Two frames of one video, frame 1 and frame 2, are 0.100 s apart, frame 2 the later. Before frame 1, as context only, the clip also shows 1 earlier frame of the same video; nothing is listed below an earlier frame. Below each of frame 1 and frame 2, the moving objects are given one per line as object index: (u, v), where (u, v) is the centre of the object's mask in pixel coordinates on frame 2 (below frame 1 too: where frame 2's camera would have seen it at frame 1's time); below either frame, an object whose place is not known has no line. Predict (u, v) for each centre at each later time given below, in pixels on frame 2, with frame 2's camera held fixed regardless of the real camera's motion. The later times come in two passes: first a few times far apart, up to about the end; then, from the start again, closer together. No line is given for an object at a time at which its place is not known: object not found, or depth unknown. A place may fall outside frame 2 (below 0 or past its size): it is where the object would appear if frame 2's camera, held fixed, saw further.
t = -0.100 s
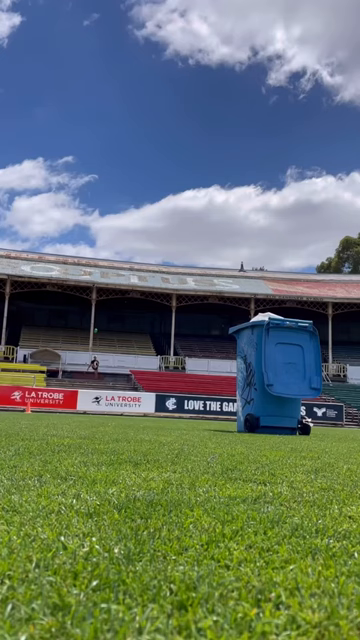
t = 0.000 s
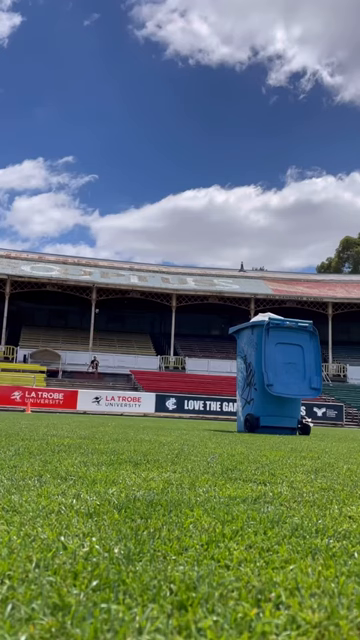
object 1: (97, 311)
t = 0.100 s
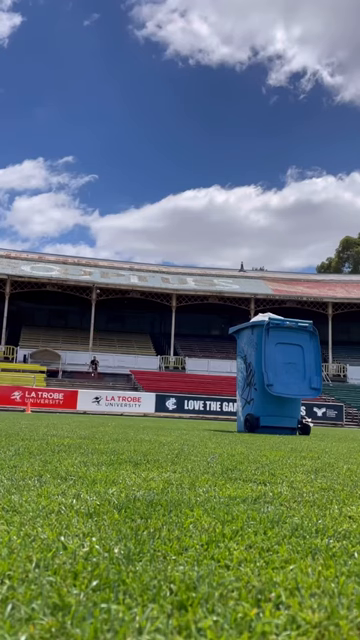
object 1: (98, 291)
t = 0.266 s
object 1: (100, 260)
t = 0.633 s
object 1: (107, 196)
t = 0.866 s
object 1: (113, 161)
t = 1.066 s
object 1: (118, 133)
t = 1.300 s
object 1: (126, 108)
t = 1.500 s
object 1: (134, 94)
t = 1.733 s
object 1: (147, 91)
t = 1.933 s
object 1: (164, 105)
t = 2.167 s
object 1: (194, 156)
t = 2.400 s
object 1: (252, 282)
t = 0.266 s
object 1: (100, 260)
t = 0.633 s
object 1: (107, 196)
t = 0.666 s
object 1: (108, 193)
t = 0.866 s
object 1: (113, 161)
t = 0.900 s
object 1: (114, 157)
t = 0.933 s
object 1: (115, 152)
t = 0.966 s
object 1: (116, 146)
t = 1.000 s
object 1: (117, 142)
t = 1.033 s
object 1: (117, 137)
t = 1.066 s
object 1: (118, 133)
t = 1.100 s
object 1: (120, 129)
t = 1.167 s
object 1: (122, 122)
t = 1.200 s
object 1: (123, 118)
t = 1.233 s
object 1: (124, 115)
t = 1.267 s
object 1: (125, 111)
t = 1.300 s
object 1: (126, 108)
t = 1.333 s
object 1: (128, 105)
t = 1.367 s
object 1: (129, 103)
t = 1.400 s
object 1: (130, 100)
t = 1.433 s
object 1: (132, 97)
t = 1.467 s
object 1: (132, 96)
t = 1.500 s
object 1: (134, 94)
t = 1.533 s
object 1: (136, 92)
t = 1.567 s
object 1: (137, 91)
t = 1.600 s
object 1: (139, 91)
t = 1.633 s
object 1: (140, 90)
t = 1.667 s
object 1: (142, 90)
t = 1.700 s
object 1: (144, 90)
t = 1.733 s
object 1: (147, 91)
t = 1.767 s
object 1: (149, 92)
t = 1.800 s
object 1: (151, 93)
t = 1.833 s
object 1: (154, 96)
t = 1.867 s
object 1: (156, 99)
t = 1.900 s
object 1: (160, 101)
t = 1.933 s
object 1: (164, 105)
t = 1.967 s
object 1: (167, 110)
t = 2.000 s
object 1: (170, 115)
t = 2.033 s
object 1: (175, 121)
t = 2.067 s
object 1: (179, 129)
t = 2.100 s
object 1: (183, 137)
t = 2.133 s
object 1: (189, 146)
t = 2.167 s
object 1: (194, 156)
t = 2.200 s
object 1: (200, 168)
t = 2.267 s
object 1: (214, 196)
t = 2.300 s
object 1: (222, 215)
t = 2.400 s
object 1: (252, 282)
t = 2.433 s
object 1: (265, 306)
